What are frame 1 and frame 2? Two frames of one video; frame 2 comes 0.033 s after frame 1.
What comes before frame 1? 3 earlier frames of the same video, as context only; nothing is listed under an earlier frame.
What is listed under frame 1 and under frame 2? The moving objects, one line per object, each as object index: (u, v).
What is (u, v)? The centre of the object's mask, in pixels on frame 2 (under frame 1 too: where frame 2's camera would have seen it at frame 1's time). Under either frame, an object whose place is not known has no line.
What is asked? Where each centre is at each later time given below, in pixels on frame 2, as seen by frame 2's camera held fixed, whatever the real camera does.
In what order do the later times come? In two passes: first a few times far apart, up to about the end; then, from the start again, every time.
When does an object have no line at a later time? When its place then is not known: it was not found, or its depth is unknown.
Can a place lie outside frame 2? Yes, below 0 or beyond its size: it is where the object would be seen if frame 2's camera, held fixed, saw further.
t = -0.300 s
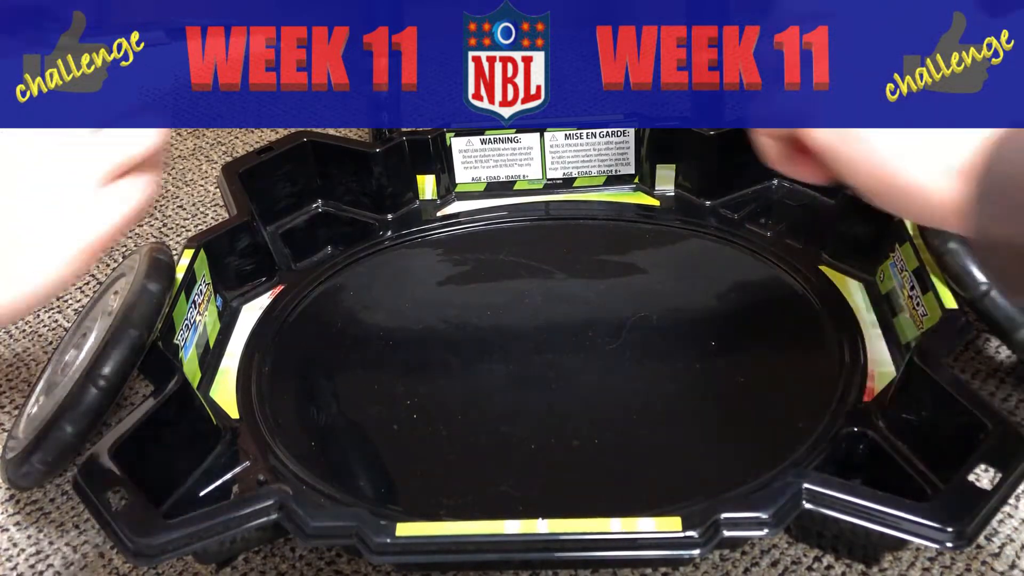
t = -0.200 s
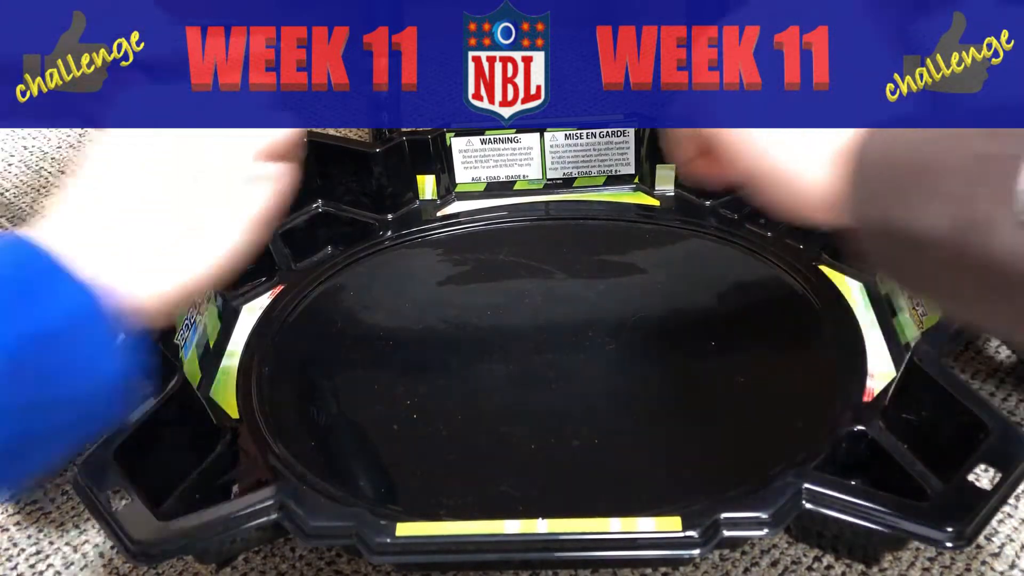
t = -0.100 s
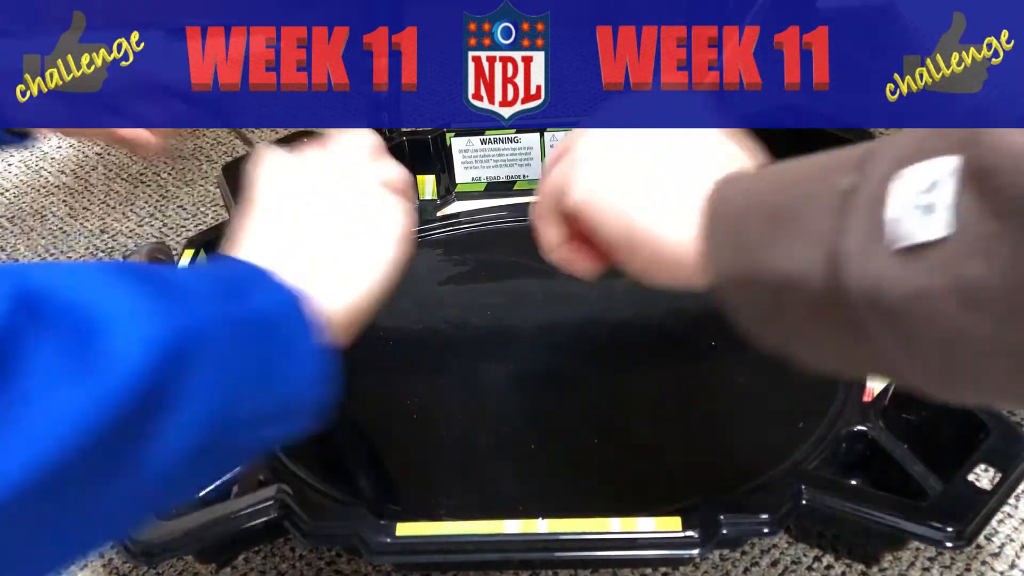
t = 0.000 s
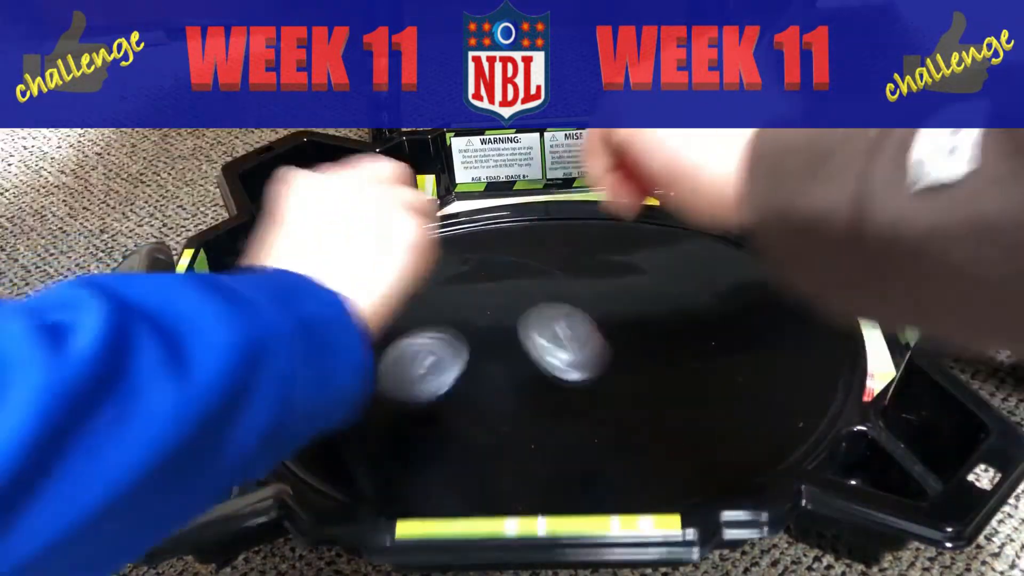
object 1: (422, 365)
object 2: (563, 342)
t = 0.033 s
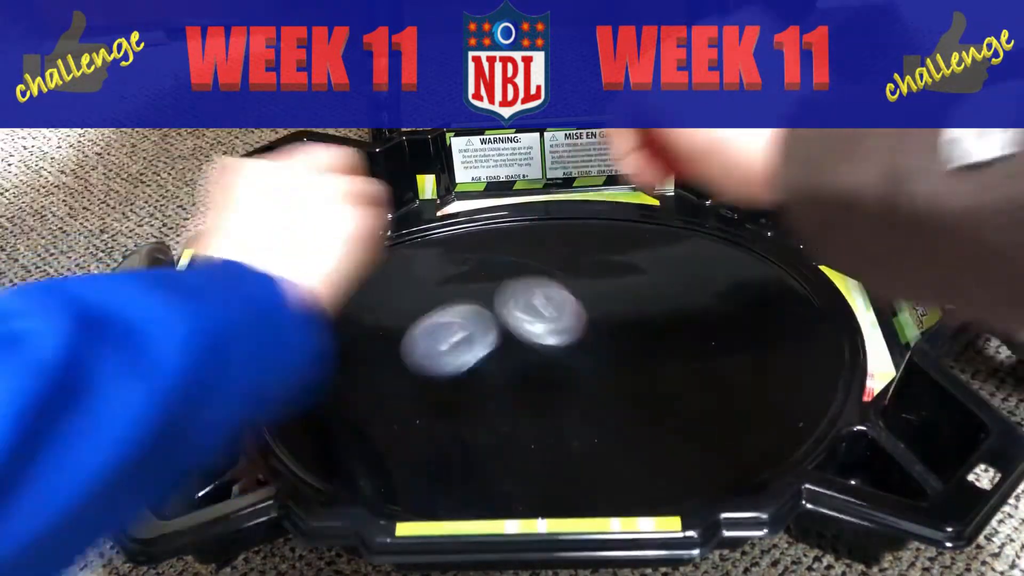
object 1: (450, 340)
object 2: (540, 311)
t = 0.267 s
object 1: (539, 294)
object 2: (620, 337)
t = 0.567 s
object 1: (400, 329)
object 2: (674, 303)
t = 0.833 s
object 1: (647, 355)
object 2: (642, 244)
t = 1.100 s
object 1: (616, 209)
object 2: (558, 300)
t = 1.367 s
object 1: (428, 323)
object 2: (585, 385)
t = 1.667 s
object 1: (599, 453)
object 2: (747, 373)
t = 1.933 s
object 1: (740, 372)
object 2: (709, 305)
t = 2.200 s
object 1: (516, 377)
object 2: (517, 255)
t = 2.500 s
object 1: (469, 479)
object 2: (373, 313)
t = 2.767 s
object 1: (564, 360)
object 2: (409, 387)
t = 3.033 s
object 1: (386, 278)
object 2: (558, 375)
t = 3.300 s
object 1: (320, 364)
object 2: (625, 315)
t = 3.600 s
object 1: (546, 322)
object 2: (591, 271)
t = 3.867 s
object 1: (468, 357)
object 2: (610, 208)
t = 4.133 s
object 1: (569, 349)
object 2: (585, 293)
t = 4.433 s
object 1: (619, 443)
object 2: (644, 335)
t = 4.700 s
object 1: (669, 441)
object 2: (652, 325)
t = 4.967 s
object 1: (646, 443)
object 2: (554, 347)
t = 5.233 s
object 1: (522, 391)
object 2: (440, 362)
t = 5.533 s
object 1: (525, 395)
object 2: (347, 302)
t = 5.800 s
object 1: (543, 325)
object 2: (381, 281)
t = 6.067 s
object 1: (480, 354)
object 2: (469, 267)
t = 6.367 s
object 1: (574, 435)
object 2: (569, 336)
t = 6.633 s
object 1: (694, 442)
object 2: (643, 392)
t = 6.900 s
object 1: (706, 402)
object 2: (642, 348)
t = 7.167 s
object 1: (602, 368)
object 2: (555, 322)
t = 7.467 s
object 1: (497, 406)
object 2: (468, 224)
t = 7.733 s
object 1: (462, 393)
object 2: (466, 272)
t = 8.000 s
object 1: (423, 360)
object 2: (582, 350)
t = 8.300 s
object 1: (397, 350)
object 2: (710, 385)
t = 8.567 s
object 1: (470, 328)
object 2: (660, 381)
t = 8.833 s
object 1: (550, 327)
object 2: (639, 375)
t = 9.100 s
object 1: (591, 336)
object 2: (651, 383)
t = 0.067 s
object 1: (471, 331)
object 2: (535, 287)
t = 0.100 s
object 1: (479, 342)
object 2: (546, 268)
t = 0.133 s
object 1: (493, 329)
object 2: (560, 264)
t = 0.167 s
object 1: (511, 317)
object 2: (575, 274)
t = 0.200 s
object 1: (526, 318)
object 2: (591, 300)
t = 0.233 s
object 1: (538, 305)
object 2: (607, 338)
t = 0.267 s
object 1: (539, 294)
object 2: (620, 337)
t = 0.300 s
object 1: (531, 280)
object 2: (634, 334)
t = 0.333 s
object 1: (518, 271)
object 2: (648, 341)
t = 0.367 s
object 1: (499, 265)
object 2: (657, 336)
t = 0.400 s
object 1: (477, 263)
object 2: (666, 336)
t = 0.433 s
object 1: (453, 266)
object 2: (672, 331)
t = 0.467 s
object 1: (429, 275)
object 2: (674, 324)
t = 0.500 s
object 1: (411, 290)
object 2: (675, 317)
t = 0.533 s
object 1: (401, 309)
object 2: (674, 310)
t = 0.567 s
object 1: (400, 329)
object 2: (674, 303)
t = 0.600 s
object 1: (411, 349)
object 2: (674, 295)
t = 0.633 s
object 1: (434, 366)
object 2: (672, 285)
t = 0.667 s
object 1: (464, 379)
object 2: (669, 276)
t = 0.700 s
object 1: (500, 386)
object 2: (665, 268)
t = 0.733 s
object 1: (539, 387)
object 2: (661, 261)
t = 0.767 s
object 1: (577, 382)
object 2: (657, 255)
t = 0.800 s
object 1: (614, 371)
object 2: (650, 249)
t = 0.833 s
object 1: (647, 355)
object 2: (642, 244)
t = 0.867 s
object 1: (671, 335)
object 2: (633, 241)
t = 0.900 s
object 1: (689, 311)
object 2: (623, 242)
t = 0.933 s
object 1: (696, 287)
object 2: (612, 244)
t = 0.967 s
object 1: (695, 263)
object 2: (598, 250)
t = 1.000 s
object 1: (684, 242)
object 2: (585, 260)
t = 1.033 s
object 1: (668, 226)
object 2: (573, 273)
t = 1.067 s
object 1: (645, 215)
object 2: (565, 287)
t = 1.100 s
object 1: (616, 209)
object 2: (558, 300)
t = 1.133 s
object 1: (582, 209)
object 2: (553, 316)
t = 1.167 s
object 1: (553, 212)
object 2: (552, 331)
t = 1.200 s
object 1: (523, 221)
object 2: (554, 345)
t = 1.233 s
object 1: (493, 236)
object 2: (557, 356)
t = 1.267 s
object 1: (467, 253)
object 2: (560, 365)
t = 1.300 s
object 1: (447, 273)
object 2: (566, 373)
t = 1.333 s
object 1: (433, 298)
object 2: (575, 380)
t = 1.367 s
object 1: (428, 323)
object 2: (585, 385)
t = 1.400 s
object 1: (431, 348)
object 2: (594, 389)
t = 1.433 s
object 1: (442, 371)
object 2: (604, 394)
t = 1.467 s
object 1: (464, 392)
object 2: (615, 398)
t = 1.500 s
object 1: (493, 408)
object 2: (625, 401)
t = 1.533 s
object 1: (528, 421)
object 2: (635, 403)
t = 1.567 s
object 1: (563, 428)
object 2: (650, 403)
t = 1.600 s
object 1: (575, 434)
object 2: (685, 394)
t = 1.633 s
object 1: (583, 447)
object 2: (719, 384)
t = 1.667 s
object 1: (599, 453)
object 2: (747, 373)
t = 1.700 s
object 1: (622, 458)
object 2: (766, 362)
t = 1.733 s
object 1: (649, 459)
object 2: (774, 351)
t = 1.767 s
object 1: (680, 455)
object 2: (774, 341)
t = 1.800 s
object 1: (711, 446)
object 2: (770, 332)
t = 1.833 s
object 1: (735, 431)
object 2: (759, 323)
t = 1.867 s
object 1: (748, 412)
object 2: (745, 316)
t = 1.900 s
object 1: (750, 391)
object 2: (730, 310)
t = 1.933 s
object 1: (740, 372)
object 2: (709, 305)
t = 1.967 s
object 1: (722, 355)
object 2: (688, 301)
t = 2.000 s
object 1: (698, 349)
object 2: (666, 289)
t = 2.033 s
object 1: (668, 350)
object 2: (639, 275)
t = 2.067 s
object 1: (636, 352)
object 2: (615, 265)
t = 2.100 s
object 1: (604, 355)
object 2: (589, 257)
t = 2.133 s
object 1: (573, 361)
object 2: (564, 253)
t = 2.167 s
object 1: (544, 369)
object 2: (542, 253)
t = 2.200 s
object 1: (516, 377)
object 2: (517, 255)
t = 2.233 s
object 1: (491, 388)
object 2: (497, 258)
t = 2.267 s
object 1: (468, 399)
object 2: (474, 262)
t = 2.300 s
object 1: (450, 411)
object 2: (455, 268)
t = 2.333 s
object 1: (436, 425)
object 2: (436, 274)
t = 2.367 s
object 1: (428, 438)
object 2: (418, 280)
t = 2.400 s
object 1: (426, 451)
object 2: (404, 289)
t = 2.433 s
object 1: (432, 464)
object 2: (392, 296)
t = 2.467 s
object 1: (446, 474)
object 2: (381, 304)
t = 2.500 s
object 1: (469, 479)
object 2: (373, 313)
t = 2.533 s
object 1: (498, 478)
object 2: (366, 323)
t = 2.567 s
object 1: (525, 470)
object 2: (363, 333)
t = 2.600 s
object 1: (547, 457)
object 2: (361, 343)
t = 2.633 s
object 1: (564, 440)
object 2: (365, 355)
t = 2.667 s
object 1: (573, 421)
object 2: (370, 363)
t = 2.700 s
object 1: (577, 400)
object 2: (380, 374)
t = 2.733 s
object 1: (573, 380)
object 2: (394, 380)
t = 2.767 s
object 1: (564, 360)
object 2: (409, 387)
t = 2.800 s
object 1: (550, 343)
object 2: (427, 391)
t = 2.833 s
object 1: (533, 328)
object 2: (445, 394)
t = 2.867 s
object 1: (513, 315)
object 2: (466, 396)
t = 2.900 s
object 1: (490, 304)
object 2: (486, 394)
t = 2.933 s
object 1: (465, 294)
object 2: (506, 392)
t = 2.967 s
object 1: (440, 287)
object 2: (525, 387)
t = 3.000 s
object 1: (413, 281)
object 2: (542, 383)
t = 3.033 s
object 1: (386, 278)
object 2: (558, 375)
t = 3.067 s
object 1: (361, 277)
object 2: (571, 369)
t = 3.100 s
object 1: (335, 279)
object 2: (585, 361)
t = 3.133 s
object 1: (311, 282)
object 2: (595, 354)
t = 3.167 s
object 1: (294, 291)
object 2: (605, 345)
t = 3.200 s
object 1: (297, 315)
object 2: (611, 337)
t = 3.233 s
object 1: (299, 334)
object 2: (617, 329)
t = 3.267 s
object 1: (306, 350)
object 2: (621, 322)
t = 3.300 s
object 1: (320, 364)
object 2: (625, 315)
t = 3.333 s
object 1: (343, 374)
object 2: (626, 307)
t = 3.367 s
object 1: (371, 381)
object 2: (628, 300)
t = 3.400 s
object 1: (402, 384)
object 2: (627, 293)
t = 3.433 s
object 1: (434, 381)
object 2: (626, 287)
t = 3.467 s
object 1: (464, 375)
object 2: (621, 281)
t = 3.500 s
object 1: (491, 365)
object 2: (616, 278)
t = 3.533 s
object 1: (514, 353)
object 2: (607, 274)
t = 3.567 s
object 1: (533, 337)
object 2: (599, 273)
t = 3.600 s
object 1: (546, 322)
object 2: (591, 271)
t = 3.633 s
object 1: (533, 322)
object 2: (603, 255)
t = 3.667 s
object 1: (517, 322)
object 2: (615, 241)
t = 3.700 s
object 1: (503, 324)
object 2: (623, 230)
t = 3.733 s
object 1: (489, 327)
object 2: (626, 222)
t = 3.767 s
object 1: (477, 333)
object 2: (627, 214)
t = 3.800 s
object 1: (469, 340)
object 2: (625, 209)
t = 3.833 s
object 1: (466, 349)
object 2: (620, 206)
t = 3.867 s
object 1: (468, 357)
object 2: (610, 208)
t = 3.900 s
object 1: (476, 365)
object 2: (601, 213)
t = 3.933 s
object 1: (489, 370)
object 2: (595, 221)
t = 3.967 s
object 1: (506, 373)
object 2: (589, 230)
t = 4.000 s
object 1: (523, 372)
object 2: (586, 240)
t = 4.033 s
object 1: (541, 367)
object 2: (584, 254)
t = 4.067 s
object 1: (556, 360)
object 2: (582, 269)
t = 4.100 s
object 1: (566, 353)
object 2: (582, 283)
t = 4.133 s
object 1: (569, 349)
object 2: (585, 293)
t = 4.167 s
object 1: (559, 363)
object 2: (597, 290)
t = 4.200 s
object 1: (552, 381)
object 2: (609, 285)
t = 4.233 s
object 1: (548, 396)
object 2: (618, 286)
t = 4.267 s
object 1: (550, 407)
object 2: (625, 290)
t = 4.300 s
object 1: (557, 418)
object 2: (629, 297)
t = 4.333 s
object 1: (567, 428)
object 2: (633, 306)
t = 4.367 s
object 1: (581, 436)
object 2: (637, 316)
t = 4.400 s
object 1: (599, 441)
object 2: (640, 326)
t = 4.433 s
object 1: (619, 443)
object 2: (644, 335)
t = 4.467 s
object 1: (638, 441)
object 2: (647, 344)
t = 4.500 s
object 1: (657, 434)
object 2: (651, 352)
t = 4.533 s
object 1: (669, 426)
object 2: (653, 359)
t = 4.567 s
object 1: (675, 415)
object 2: (655, 361)
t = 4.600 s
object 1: (674, 418)
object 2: (658, 351)
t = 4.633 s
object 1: (671, 429)
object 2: (659, 343)
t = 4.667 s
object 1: (669, 436)
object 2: (656, 332)
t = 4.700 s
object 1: (669, 441)
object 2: (652, 325)
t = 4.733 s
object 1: (669, 446)
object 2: (645, 321)
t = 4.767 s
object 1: (669, 452)
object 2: (636, 320)
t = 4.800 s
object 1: (668, 455)
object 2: (625, 321)
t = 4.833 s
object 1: (667, 458)
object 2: (611, 326)
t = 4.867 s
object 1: (666, 456)
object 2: (597, 331)
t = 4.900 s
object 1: (662, 454)
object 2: (582, 336)
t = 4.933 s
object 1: (656, 449)
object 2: (568, 342)
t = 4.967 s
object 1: (646, 443)
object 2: (554, 347)
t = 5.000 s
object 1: (633, 436)
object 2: (540, 352)
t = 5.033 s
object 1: (617, 427)
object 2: (526, 356)
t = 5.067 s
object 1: (599, 419)
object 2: (513, 360)
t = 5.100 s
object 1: (581, 410)
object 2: (500, 364)
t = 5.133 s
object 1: (561, 403)
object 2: (487, 366)
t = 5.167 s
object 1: (543, 397)
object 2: (474, 368)
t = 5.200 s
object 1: (534, 394)
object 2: (455, 365)
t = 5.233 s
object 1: (522, 391)
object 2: (440, 362)
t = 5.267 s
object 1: (506, 386)
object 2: (427, 359)
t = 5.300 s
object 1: (491, 383)
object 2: (416, 357)
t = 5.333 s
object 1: (476, 380)
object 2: (405, 353)
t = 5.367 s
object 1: (475, 384)
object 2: (387, 342)
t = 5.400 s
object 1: (480, 391)
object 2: (371, 330)
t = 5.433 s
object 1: (489, 395)
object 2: (362, 320)
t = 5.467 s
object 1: (499, 398)
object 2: (355, 313)
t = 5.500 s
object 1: (512, 397)
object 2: (350, 308)
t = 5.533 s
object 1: (525, 395)
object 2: (347, 302)
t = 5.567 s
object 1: (537, 389)
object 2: (346, 298)
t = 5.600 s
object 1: (548, 381)
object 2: (347, 294)
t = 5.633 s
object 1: (555, 372)
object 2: (349, 290)
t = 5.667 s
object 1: (558, 362)
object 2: (353, 288)
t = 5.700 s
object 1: (558, 352)
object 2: (358, 285)
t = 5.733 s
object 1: (554, 344)
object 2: (364, 283)
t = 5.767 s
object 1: (549, 334)
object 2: (372, 282)
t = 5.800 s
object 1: (543, 325)
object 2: (381, 281)
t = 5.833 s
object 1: (536, 318)
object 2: (391, 281)
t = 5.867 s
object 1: (526, 312)
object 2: (402, 281)
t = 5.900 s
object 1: (513, 308)
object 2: (413, 281)
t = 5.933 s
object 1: (500, 306)
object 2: (426, 281)
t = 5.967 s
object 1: (490, 309)
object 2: (434, 278)
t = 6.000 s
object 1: (486, 324)
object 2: (444, 270)
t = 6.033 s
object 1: (482, 344)
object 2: (456, 267)
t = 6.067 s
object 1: (480, 354)
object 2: (469, 267)
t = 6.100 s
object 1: (485, 363)
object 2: (482, 270)
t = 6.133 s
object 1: (493, 372)
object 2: (495, 275)
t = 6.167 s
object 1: (503, 383)
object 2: (507, 281)
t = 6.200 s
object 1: (512, 393)
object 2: (519, 288)
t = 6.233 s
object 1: (523, 403)
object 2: (530, 296)
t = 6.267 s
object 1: (535, 412)
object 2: (540, 306)
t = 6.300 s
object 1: (547, 421)
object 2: (551, 316)
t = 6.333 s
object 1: (560, 428)
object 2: (561, 326)
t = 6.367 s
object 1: (574, 435)
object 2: (569, 336)
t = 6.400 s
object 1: (589, 440)
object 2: (579, 346)
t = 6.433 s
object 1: (604, 444)
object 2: (588, 357)
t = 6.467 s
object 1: (620, 447)
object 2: (598, 364)
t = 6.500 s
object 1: (635, 448)
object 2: (606, 378)
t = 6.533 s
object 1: (650, 446)
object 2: (617, 380)
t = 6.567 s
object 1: (667, 443)
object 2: (624, 388)
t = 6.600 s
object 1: (682, 442)
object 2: (633, 397)
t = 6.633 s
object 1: (694, 442)
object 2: (643, 392)
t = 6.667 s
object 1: (706, 441)
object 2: (650, 393)
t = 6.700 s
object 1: (717, 438)
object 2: (657, 390)
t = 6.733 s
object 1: (724, 432)
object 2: (662, 387)
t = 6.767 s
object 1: (726, 424)
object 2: (665, 381)
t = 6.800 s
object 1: (724, 416)
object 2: (665, 375)
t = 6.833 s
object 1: (717, 408)
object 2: (660, 369)
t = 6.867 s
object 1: (714, 406)
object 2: (653, 359)
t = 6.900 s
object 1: (706, 402)
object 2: (642, 348)
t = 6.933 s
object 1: (696, 399)
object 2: (631, 339)
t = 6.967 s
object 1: (684, 393)
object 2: (619, 333)
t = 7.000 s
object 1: (670, 389)
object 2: (606, 328)
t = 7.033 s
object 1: (656, 385)
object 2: (596, 326)
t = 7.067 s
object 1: (642, 380)
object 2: (585, 325)
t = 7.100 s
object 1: (628, 377)
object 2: (574, 324)
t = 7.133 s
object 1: (615, 372)
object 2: (564, 323)
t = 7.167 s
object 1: (602, 368)
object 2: (555, 322)
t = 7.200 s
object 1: (589, 363)
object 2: (545, 319)
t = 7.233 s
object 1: (577, 368)
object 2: (536, 307)
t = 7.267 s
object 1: (564, 379)
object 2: (524, 288)
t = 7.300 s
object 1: (549, 387)
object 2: (513, 270)
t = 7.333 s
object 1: (537, 392)
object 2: (502, 257)
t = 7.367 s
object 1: (526, 397)
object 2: (489, 243)
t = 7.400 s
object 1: (516, 400)
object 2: (482, 236)
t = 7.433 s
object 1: (506, 403)
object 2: (473, 227)
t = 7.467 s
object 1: (497, 406)
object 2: (468, 224)
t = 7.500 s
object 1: (489, 407)
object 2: (462, 224)
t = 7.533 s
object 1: (480, 408)
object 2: (461, 228)
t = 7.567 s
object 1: (473, 409)
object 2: (458, 230)
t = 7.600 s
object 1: (468, 409)
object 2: (459, 239)
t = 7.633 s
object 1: (465, 407)
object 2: (459, 246)
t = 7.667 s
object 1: (464, 404)
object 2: (461, 255)
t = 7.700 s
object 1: (463, 399)
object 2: (462, 264)
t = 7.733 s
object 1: (462, 393)
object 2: (466, 272)
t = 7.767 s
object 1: (461, 387)
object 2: (469, 284)
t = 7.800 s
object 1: (461, 380)
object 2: (474, 293)
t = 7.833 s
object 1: (459, 372)
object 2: (478, 304)
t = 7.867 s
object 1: (459, 366)
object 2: (484, 310)
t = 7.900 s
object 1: (453, 361)
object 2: (501, 323)
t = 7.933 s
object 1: (443, 360)
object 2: (519, 334)
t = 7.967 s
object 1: (431, 361)
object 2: (551, 344)
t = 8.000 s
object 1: (423, 360)
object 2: (582, 350)
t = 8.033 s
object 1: (415, 360)
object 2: (613, 361)
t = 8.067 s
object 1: (407, 359)
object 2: (646, 365)
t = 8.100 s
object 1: (399, 358)
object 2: (670, 375)
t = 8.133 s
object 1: (393, 356)
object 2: (687, 375)
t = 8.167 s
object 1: (387, 355)
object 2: (706, 373)
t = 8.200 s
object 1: (385, 354)
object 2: (718, 373)
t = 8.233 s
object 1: (386, 352)
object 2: (722, 378)
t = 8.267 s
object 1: (390, 351)
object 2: (717, 385)
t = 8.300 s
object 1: (397, 350)
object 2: (710, 385)
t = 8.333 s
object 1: (404, 348)
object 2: (706, 385)
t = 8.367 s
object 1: (413, 345)
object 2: (700, 387)
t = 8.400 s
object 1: (423, 341)
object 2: (692, 387)
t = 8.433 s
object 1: (432, 338)
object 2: (685, 387)
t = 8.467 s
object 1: (441, 335)
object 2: (678, 387)
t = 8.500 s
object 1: (452, 333)
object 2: (672, 386)
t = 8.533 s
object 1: (461, 330)
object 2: (666, 384)
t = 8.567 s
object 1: (470, 328)
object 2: (660, 381)
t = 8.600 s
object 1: (480, 326)
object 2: (655, 379)
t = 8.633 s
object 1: (490, 325)
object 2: (651, 378)
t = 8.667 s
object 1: (500, 324)
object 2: (647, 377)
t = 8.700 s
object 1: (510, 324)
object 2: (643, 376)
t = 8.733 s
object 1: (520, 324)
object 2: (641, 375)
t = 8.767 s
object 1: (531, 325)
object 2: (640, 375)
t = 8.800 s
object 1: (540, 325)
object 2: (639, 375)
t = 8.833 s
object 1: (550, 327)
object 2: (639, 375)
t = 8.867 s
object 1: (560, 329)
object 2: (639, 375)
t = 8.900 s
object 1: (569, 332)
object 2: (639, 375)
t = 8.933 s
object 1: (576, 334)
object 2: (639, 375)
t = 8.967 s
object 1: (582, 335)
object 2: (643, 377)
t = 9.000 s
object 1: (583, 333)
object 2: (649, 381)
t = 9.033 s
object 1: (587, 333)
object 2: (651, 383)
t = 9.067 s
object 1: (589, 334)
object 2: (651, 383)
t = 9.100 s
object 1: (591, 336)
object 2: (651, 383)
